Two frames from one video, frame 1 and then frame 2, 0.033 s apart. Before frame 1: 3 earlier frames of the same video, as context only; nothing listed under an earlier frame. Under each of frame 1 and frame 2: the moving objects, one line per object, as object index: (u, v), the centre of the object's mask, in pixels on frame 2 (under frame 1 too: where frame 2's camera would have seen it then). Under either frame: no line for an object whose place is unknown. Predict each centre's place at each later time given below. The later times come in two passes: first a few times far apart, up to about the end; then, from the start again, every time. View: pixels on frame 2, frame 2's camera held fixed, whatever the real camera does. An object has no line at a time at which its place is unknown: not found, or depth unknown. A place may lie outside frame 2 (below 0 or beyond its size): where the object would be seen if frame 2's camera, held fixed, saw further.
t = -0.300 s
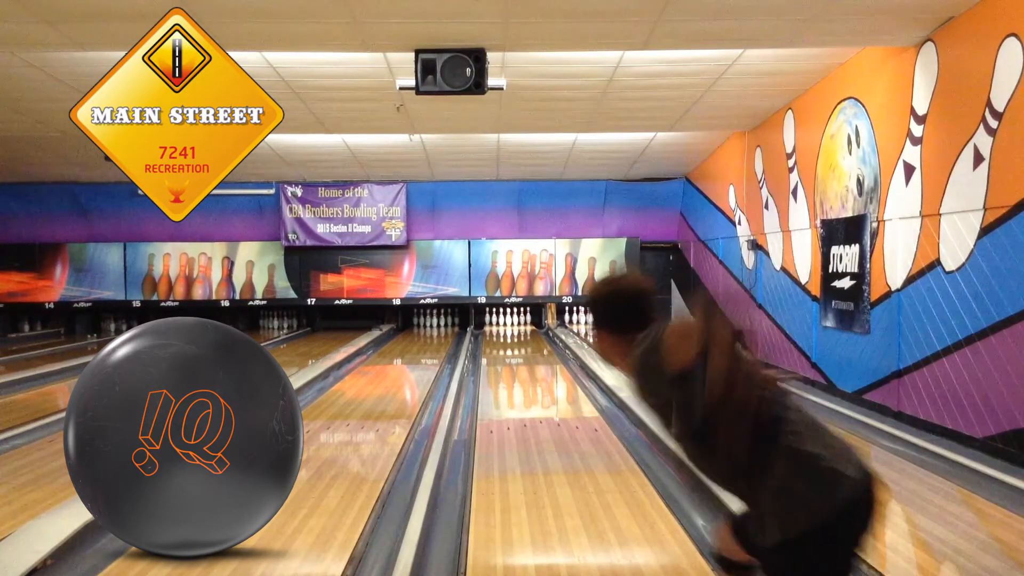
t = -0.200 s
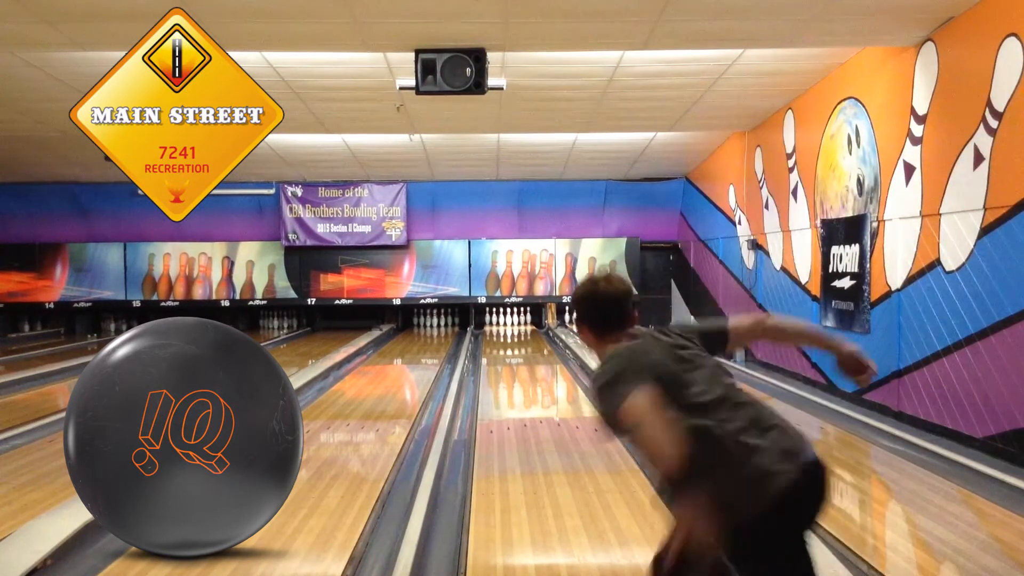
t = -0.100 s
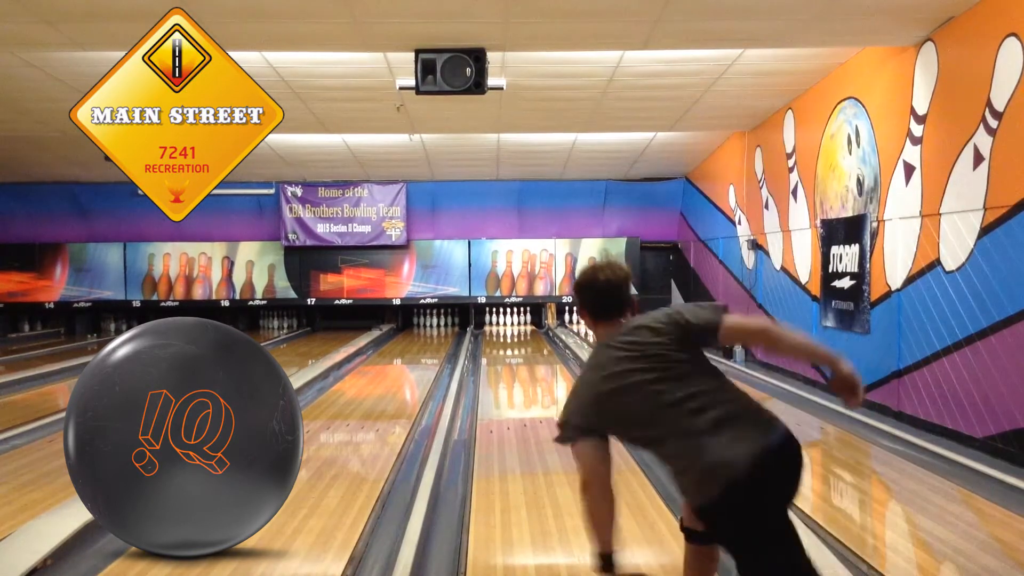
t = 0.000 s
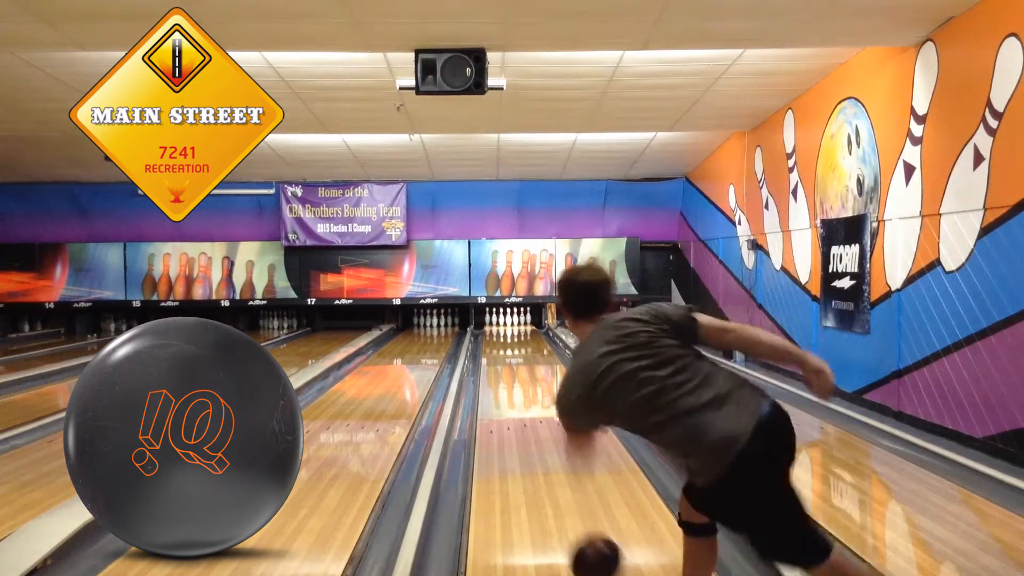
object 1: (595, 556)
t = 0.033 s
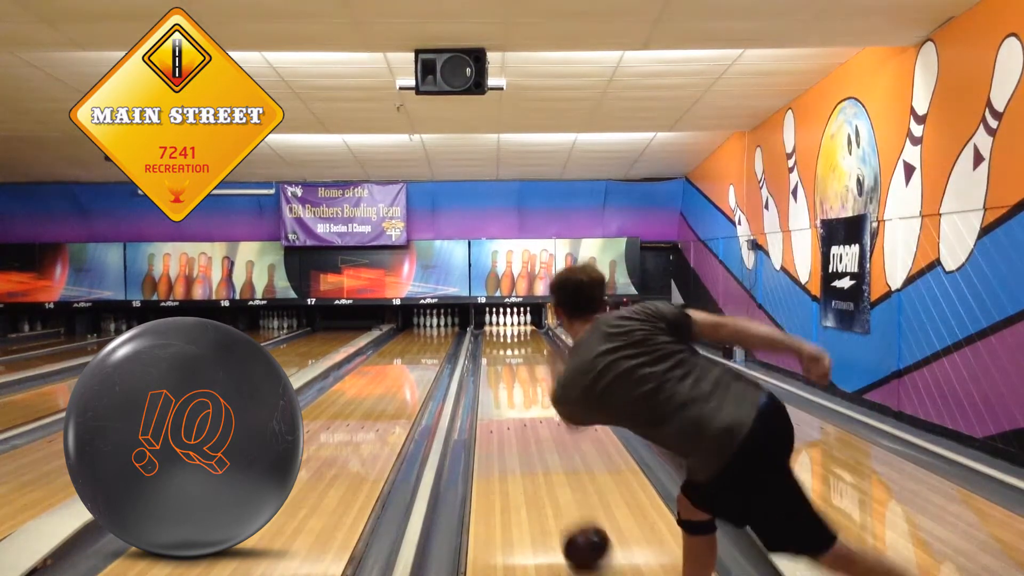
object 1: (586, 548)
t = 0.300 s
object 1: (540, 448)
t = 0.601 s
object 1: (516, 397)
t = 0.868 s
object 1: (504, 371)
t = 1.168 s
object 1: (497, 353)
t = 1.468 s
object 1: (493, 339)
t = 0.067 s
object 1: (577, 529)
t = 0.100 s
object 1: (570, 514)
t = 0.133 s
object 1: (564, 500)
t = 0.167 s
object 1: (558, 487)
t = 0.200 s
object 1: (553, 476)
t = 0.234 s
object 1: (548, 466)
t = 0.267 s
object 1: (544, 456)
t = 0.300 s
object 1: (540, 448)
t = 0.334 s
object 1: (536, 441)
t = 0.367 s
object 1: (533, 434)
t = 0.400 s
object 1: (530, 428)
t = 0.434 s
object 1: (527, 422)
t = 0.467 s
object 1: (525, 416)
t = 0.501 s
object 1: (522, 411)
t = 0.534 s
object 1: (520, 406)
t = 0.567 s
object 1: (518, 402)
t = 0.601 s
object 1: (516, 397)
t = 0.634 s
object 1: (514, 393)
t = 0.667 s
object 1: (512, 390)
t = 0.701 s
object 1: (511, 386)
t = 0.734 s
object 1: (509, 383)
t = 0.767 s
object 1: (508, 380)
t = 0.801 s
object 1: (506, 377)
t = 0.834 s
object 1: (506, 374)
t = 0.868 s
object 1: (504, 371)
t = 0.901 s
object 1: (503, 369)
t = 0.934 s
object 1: (502, 366)
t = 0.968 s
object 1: (501, 364)
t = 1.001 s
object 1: (500, 362)
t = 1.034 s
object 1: (499, 360)
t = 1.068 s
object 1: (499, 358)
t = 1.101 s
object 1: (498, 356)
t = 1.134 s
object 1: (497, 354)
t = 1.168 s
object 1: (497, 353)
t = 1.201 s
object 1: (496, 351)
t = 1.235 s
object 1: (495, 349)
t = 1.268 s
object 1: (495, 348)
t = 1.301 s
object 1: (494, 346)
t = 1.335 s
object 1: (494, 345)
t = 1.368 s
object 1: (493, 343)
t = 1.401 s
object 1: (493, 342)
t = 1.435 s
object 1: (493, 340)
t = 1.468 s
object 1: (493, 339)
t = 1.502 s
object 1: (493, 338)
